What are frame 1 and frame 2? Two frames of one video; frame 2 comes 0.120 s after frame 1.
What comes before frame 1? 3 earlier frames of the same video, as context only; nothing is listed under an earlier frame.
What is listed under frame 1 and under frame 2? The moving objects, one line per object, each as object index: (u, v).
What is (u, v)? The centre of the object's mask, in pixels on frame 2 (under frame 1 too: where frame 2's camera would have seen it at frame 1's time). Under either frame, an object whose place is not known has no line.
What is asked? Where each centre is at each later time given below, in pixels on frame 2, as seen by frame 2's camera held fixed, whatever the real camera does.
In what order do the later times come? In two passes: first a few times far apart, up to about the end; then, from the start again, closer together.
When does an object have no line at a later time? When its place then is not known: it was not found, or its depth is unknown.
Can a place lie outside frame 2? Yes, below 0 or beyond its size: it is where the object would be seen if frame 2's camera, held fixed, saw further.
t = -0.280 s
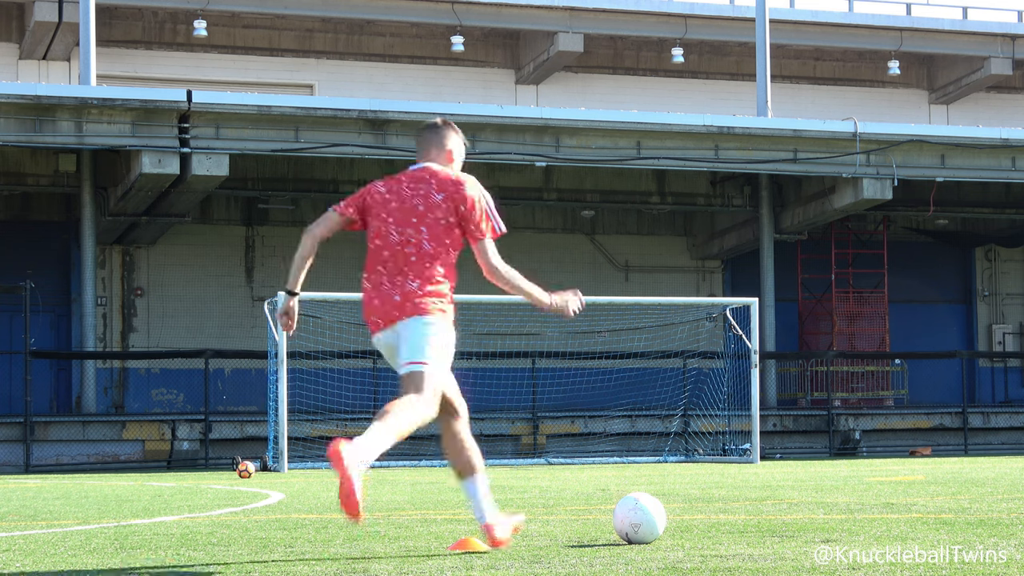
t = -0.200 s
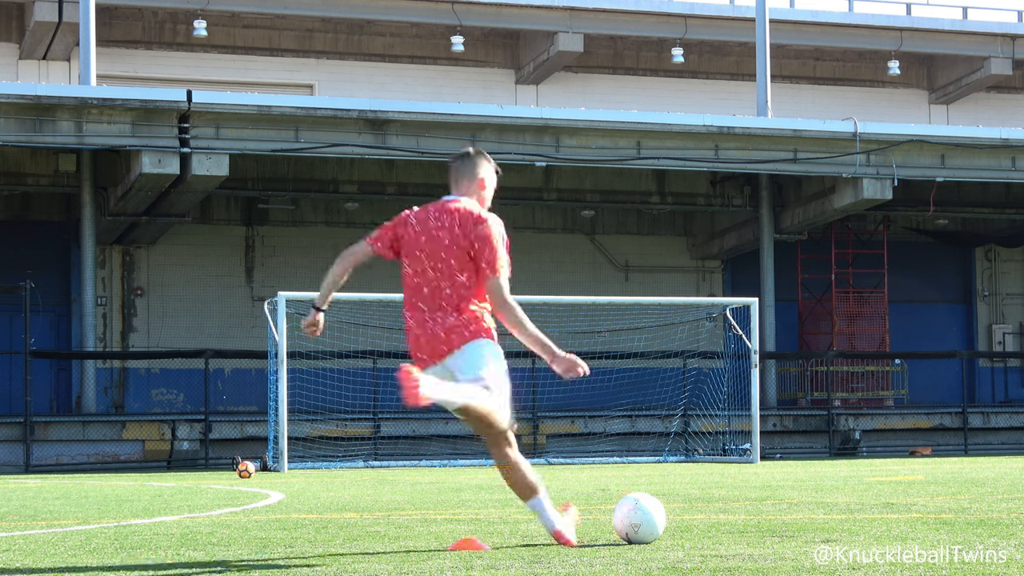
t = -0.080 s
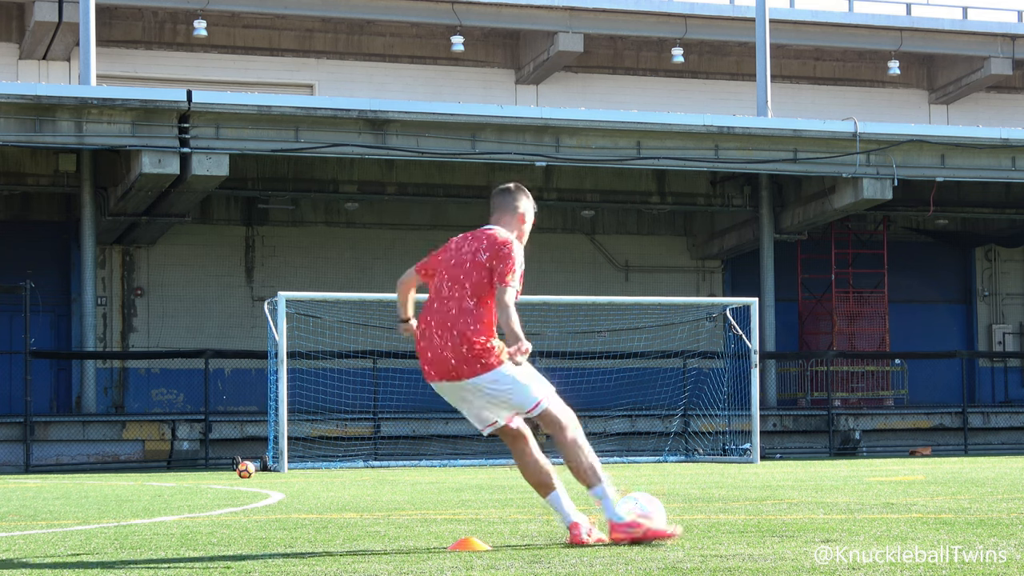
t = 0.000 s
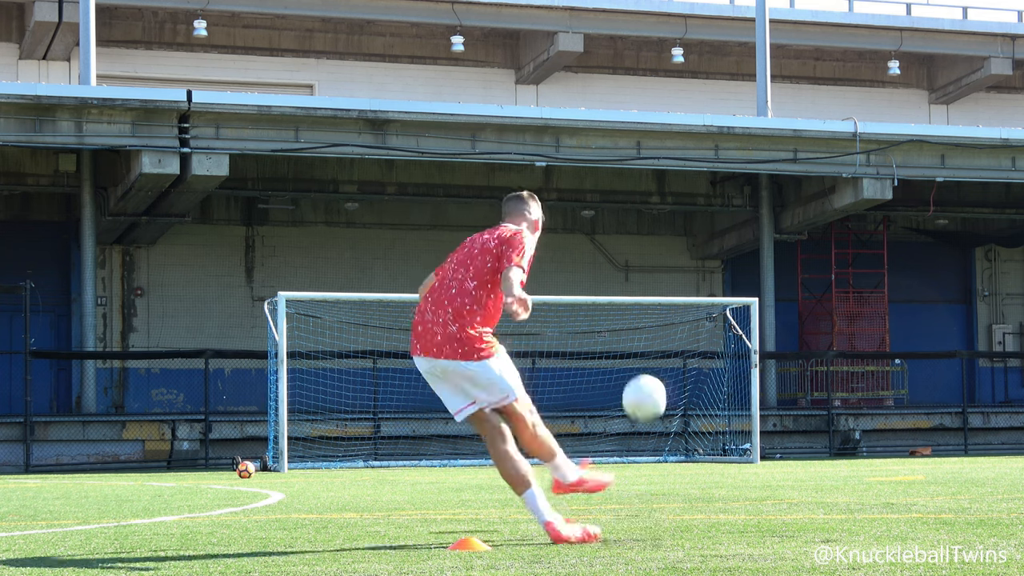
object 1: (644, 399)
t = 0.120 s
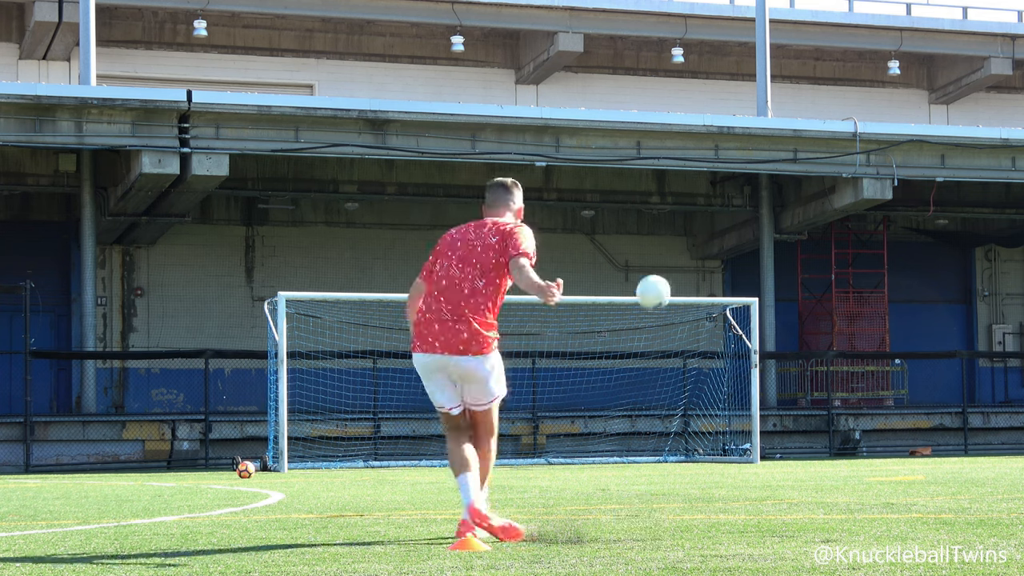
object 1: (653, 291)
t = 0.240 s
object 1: (659, 239)
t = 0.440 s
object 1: (661, 219)
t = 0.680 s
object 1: (664, 258)
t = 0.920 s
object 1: (675, 326)
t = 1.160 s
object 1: (688, 393)
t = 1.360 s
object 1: (682, 454)
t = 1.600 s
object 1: (638, 455)
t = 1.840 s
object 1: (598, 457)
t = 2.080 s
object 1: (557, 459)
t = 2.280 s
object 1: (525, 459)
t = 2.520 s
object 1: (485, 460)
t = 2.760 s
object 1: (447, 461)
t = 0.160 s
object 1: (656, 271)
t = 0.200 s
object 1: (658, 253)
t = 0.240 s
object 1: (659, 239)
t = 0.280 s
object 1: (659, 229)
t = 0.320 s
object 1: (660, 222)
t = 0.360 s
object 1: (661, 219)
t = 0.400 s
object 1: (661, 218)
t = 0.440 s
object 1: (661, 219)
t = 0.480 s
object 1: (661, 222)
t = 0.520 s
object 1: (661, 227)
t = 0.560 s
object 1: (661, 234)
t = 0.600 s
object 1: (662, 241)
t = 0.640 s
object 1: (662, 249)
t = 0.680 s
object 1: (664, 258)
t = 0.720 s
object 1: (665, 268)
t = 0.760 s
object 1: (667, 278)
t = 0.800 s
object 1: (669, 288)
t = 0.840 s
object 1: (671, 300)
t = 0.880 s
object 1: (673, 313)
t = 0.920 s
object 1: (675, 326)
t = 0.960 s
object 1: (677, 339)
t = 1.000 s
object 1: (679, 353)
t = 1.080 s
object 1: (686, 370)
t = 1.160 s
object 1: (688, 393)
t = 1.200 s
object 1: (687, 409)
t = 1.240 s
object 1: (687, 424)
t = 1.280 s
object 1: (687, 437)
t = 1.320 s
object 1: (687, 449)
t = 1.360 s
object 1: (682, 454)
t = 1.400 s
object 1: (674, 454)
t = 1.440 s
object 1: (666, 455)
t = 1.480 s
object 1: (658, 457)
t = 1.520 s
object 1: (651, 456)
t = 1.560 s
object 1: (645, 455)
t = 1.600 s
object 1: (638, 455)
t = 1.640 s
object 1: (632, 457)
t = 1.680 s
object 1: (625, 457)
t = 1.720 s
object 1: (618, 456)
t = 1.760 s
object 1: (611, 457)
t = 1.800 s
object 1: (605, 457)
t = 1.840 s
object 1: (598, 457)
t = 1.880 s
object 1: (591, 458)
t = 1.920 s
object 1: (584, 458)
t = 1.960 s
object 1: (578, 458)
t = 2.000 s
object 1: (571, 459)
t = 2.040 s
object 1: (564, 459)
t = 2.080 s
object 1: (557, 459)
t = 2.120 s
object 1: (551, 459)
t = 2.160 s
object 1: (544, 459)
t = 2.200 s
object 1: (538, 459)
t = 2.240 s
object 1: (531, 459)
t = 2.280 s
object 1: (525, 459)
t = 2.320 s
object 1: (518, 459)
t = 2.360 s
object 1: (511, 460)
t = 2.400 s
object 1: (505, 460)
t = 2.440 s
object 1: (498, 460)
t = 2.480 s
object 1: (492, 460)
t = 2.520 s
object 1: (485, 460)
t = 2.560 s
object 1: (479, 461)
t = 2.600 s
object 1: (473, 461)
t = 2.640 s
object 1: (466, 461)
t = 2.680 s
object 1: (460, 461)
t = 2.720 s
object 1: (453, 461)
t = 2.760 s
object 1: (447, 461)
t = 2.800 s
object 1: (441, 461)
